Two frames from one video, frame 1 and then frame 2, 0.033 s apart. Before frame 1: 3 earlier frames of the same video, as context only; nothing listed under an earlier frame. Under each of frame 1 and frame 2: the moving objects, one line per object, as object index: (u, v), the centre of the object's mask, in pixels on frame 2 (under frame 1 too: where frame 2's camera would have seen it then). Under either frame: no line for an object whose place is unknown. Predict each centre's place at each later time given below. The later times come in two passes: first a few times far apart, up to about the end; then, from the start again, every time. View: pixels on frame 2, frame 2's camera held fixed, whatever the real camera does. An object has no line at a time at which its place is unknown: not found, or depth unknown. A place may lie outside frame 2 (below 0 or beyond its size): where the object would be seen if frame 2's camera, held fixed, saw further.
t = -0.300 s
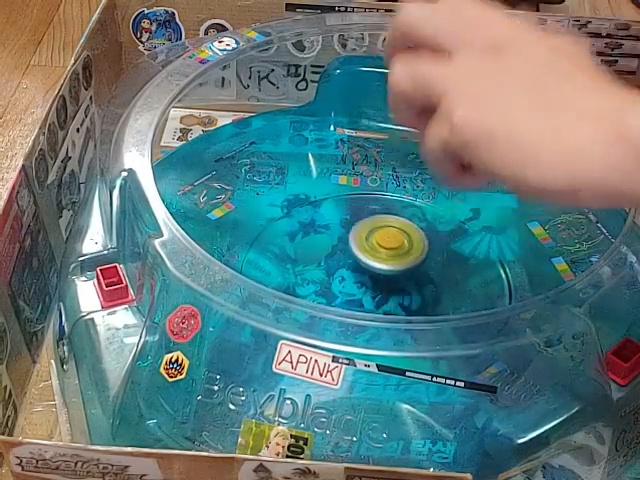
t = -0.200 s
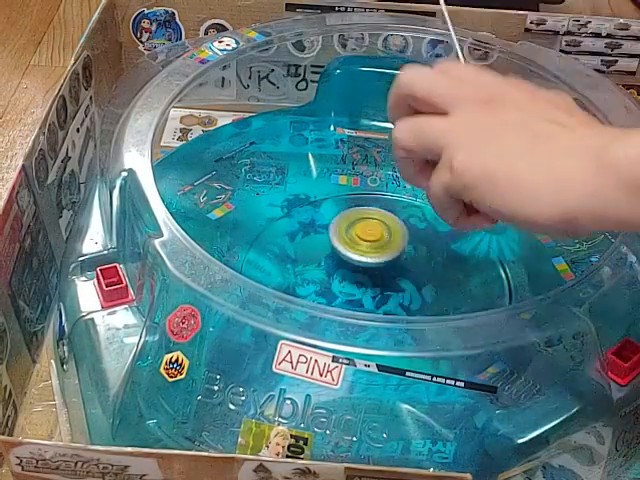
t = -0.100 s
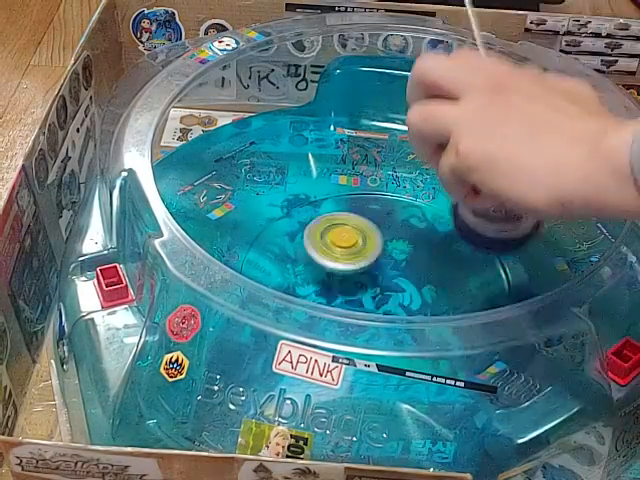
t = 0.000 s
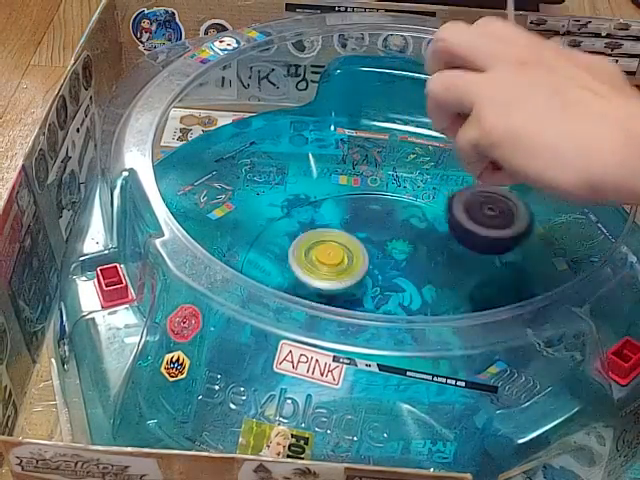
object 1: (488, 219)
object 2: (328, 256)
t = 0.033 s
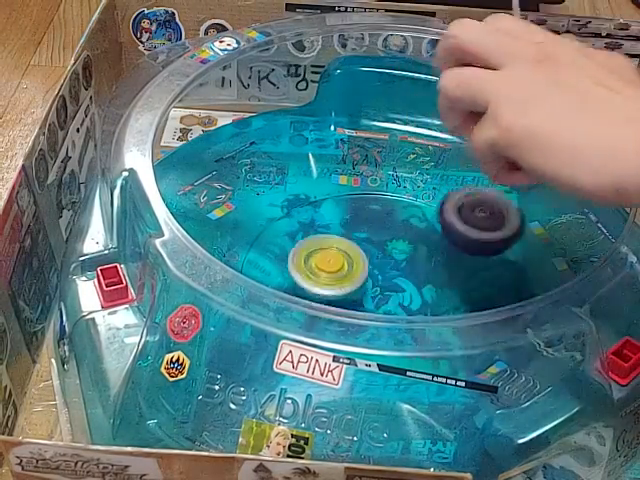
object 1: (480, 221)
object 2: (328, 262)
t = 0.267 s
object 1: (412, 225)
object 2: (331, 312)
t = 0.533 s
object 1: (370, 218)
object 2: (356, 312)
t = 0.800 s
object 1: (336, 198)
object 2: (448, 326)
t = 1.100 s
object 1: (334, 236)
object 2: (421, 281)
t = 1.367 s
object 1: (367, 233)
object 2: (414, 297)
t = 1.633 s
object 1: (361, 221)
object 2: (412, 288)
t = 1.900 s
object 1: (363, 233)
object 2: (387, 293)
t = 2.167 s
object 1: (387, 235)
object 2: (384, 303)
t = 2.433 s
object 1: (395, 236)
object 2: (372, 292)
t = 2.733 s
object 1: (402, 241)
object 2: (350, 289)
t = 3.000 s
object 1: (422, 242)
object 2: (337, 289)
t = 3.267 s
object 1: (430, 245)
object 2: (337, 282)
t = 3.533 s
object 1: (422, 255)
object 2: (332, 263)
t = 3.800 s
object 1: (460, 255)
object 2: (314, 257)
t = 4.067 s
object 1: (454, 257)
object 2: (323, 274)
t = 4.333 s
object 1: (435, 261)
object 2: (328, 247)
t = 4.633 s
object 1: (443, 274)
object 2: (324, 247)
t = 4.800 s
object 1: (433, 274)
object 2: (339, 264)
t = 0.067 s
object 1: (469, 233)
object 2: (331, 269)
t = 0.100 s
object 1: (457, 230)
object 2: (334, 275)
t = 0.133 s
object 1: (445, 232)
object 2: (340, 280)
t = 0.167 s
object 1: (431, 239)
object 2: (348, 284)
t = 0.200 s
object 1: (415, 240)
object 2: (357, 286)
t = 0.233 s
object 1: (410, 234)
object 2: (348, 298)
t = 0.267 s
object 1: (412, 225)
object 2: (331, 312)
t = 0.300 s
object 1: (411, 218)
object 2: (320, 320)
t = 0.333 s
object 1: (407, 213)
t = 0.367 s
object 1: (403, 210)
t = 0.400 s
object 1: (397, 208)
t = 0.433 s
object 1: (391, 210)
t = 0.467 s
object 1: (383, 213)
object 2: (334, 326)
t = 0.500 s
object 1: (376, 215)
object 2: (344, 322)
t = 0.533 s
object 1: (370, 218)
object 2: (356, 312)
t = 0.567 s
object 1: (365, 222)
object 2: (369, 300)
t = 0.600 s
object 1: (359, 226)
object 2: (380, 295)
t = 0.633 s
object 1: (356, 231)
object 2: (389, 288)
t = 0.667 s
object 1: (352, 227)
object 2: (403, 290)
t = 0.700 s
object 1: (347, 213)
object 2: (419, 298)
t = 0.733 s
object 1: (343, 206)
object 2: (433, 311)
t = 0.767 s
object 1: (339, 200)
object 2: (442, 316)
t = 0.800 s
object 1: (336, 198)
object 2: (448, 326)
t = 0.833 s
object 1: (332, 200)
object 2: (453, 327)
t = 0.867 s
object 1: (329, 203)
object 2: (449, 325)
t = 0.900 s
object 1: (327, 208)
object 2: (446, 313)
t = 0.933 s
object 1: (327, 215)
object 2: (439, 301)
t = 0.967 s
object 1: (328, 223)
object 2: (433, 296)
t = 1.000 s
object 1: (331, 230)
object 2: (425, 289)
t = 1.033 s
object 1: (336, 237)
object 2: (414, 280)
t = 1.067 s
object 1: (336, 238)
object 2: (414, 278)
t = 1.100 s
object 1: (334, 236)
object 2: (421, 281)
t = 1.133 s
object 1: (334, 235)
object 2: (426, 284)
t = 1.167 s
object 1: (337, 234)
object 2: (430, 287)
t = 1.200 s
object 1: (341, 235)
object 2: (431, 290)
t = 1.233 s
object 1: (346, 238)
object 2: (428, 291)
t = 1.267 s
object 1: (352, 240)
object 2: (424, 292)
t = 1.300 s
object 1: (359, 241)
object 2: (419, 292)
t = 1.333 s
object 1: (365, 241)
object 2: (413, 292)
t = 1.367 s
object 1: (367, 233)
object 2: (414, 297)
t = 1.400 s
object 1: (368, 227)
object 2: (414, 301)
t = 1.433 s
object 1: (370, 222)
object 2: (414, 303)
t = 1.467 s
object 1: (370, 220)
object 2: (414, 303)
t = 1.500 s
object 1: (370, 217)
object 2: (414, 301)
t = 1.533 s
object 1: (368, 216)
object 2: (413, 300)
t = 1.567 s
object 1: (367, 218)
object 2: (413, 298)
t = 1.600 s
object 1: (363, 219)
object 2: (413, 294)
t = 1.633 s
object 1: (361, 221)
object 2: (412, 288)
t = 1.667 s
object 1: (361, 224)
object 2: (411, 283)
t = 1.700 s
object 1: (360, 226)
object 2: (409, 278)
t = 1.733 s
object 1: (358, 226)
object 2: (410, 280)
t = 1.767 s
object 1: (358, 225)
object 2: (409, 284)
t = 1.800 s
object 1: (359, 227)
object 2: (405, 287)
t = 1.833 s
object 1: (360, 229)
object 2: (399, 290)
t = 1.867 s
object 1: (361, 231)
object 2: (393, 292)
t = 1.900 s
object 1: (363, 233)
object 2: (387, 293)
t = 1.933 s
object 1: (366, 235)
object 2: (382, 294)
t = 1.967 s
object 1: (368, 236)
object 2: (379, 294)
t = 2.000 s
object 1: (372, 236)
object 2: (378, 295)
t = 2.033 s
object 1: (377, 234)
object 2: (377, 299)
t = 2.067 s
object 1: (380, 232)
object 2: (378, 301)
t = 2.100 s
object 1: (384, 233)
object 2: (380, 302)
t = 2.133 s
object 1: (386, 235)
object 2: (382, 303)
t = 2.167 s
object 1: (387, 235)
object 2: (384, 303)
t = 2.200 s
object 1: (388, 236)
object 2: (385, 302)
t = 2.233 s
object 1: (388, 238)
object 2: (388, 301)
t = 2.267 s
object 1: (388, 238)
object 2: (389, 299)
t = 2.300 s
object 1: (389, 239)
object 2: (390, 296)
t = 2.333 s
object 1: (390, 239)
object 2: (389, 296)
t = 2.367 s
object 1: (391, 237)
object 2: (385, 295)
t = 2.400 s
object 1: (393, 237)
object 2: (379, 293)
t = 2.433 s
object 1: (395, 236)
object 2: (372, 292)
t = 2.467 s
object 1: (397, 237)
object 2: (366, 290)
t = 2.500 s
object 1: (399, 238)
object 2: (362, 289)
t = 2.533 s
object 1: (399, 238)
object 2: (357, 289)
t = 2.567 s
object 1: (400, 238)
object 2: (355, 289)
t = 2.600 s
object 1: (402, 239)
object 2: (351, 289)
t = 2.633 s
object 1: (402, 240)
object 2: (348, 289)
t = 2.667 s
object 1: (401, 240)
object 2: (346, 289)
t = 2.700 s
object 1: (401, 241)
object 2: (347, 289)
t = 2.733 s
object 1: (402, 241)
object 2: (350, 289)
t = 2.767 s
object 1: (403, 243)
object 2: (354, 289)
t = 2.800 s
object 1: (405, 244)
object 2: (358, 290)
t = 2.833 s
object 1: (411, 243)
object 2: (354, 291)
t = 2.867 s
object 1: (416, 242)
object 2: (348, 292)
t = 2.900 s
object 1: (419, 241)
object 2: (344, 292)
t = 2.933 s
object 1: (421, 241)
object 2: (340, 291)
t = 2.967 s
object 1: (422, 242)
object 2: (338, 290)
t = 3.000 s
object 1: (422, 242)
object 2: (337, 289)
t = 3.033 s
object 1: (421, 243)
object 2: (338, 287)
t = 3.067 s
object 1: (420, 243)
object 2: (339, 285)
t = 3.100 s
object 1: (419, 243)
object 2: (342, 282)
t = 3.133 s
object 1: (419, 244)
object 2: (346, 279)
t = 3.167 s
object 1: (419, 245)
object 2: (351, 277)
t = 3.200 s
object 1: (424, 244)
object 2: (346, 278)
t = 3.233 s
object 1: (428, 245)
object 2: (342, 280)
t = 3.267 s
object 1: (430, 245)
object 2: (337, 282)
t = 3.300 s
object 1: (429, 246)
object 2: (332, 282)
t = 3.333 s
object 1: (428, 247)
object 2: (327, 280)
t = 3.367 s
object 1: (427, 248)
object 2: (323, 278)
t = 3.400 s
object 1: (426, 250)
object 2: (320, 275)
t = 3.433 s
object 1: (424, 251)
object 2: (320, 272)
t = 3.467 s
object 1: (423, 251)
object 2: (323, 268)
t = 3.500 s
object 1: (422, 253)
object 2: (327, 266)
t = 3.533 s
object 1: (422, 255)
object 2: (332, 263)
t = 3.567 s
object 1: (427, 260)
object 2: (334, 262)
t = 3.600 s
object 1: (441, 263)
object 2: (322, 258)
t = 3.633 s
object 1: (451, 265)
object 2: (312, 255)
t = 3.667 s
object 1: (458, 263)
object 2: (307, 253)
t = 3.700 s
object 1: (462, 261)
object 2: (304, 253)
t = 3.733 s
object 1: (463, 259)
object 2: (305, 253)
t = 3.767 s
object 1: (462, 257)
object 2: (309, 255)
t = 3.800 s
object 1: (460, 255)
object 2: (314, 257)
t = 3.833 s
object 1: (457, 253)
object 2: (321, 261)
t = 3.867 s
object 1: (454, 252)
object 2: (328, 264)
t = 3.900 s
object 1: (449, 253)
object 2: (335, 269)
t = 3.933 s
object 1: (444, 254)
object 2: (342, 273)
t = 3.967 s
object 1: (439, 255)
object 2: (348, 274)
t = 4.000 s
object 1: (437, 257)
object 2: (352, 276)
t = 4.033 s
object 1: (447, 257)
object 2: (336, 274)
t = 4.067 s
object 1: (454, 257)
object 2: (323, 274)
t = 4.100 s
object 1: (457, 258)
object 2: (313, 270)
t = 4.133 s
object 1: (457, 258)
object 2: (307, 267)
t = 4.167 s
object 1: (455, 259)
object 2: (304, 262)
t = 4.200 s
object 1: (452, 258)
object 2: (305, 258)
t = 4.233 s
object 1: (448, 258)
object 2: (308, 254)
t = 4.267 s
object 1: (444, 259)
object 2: (313, 250)
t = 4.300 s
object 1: (440, 260)
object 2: (320, 249)
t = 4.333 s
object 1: (435, 261)
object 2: (328, 247)
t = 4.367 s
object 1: (432, 262)
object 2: (337, 247)
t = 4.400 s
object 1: (430, 263)
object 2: (344, 247)
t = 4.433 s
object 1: (439, 267)
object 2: (336, 243)
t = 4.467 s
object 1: (445, 270)
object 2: (328, 241)
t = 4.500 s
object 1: (447, 272)
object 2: (324, 240)
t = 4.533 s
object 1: (447, 273)
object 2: (321, 240)
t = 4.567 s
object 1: (446, 274)
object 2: (320, 242)
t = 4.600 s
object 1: (445, 274)
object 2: (321, 244)
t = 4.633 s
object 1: (443, 274)
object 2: (324, 247)
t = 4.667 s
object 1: (442, 273)
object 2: (326, 252)
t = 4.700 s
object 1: (440, 273)
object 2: (330, 254)
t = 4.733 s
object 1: (439, 273)
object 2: (333, 259)
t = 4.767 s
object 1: (436, 273)
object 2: (336, 261)
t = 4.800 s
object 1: (433, 274)
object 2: (339, 264)
